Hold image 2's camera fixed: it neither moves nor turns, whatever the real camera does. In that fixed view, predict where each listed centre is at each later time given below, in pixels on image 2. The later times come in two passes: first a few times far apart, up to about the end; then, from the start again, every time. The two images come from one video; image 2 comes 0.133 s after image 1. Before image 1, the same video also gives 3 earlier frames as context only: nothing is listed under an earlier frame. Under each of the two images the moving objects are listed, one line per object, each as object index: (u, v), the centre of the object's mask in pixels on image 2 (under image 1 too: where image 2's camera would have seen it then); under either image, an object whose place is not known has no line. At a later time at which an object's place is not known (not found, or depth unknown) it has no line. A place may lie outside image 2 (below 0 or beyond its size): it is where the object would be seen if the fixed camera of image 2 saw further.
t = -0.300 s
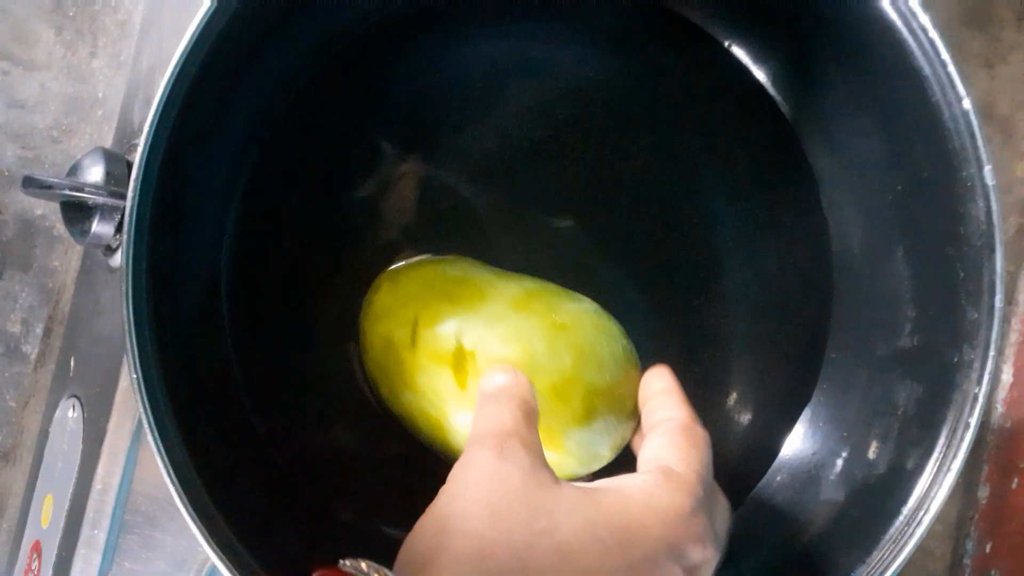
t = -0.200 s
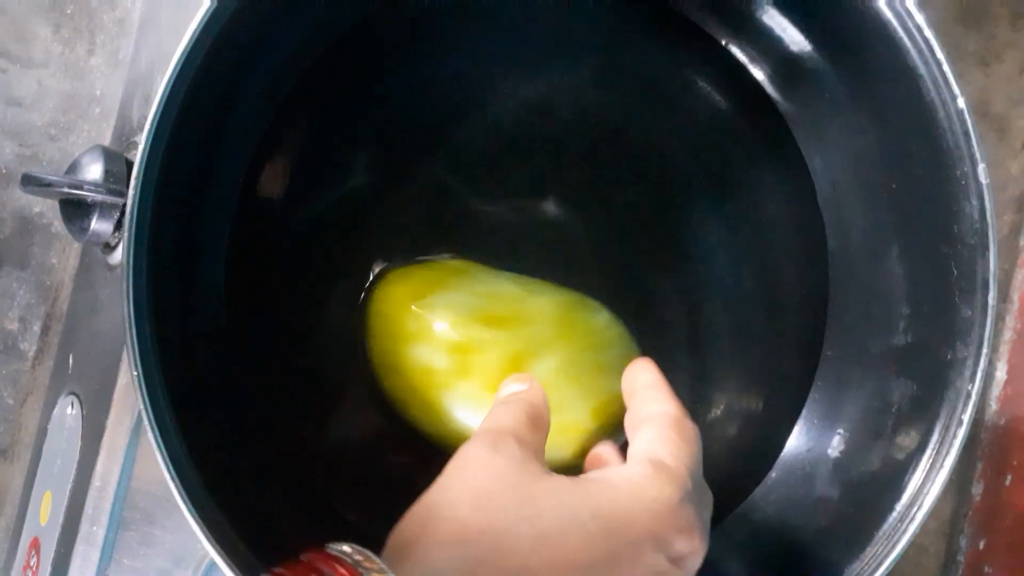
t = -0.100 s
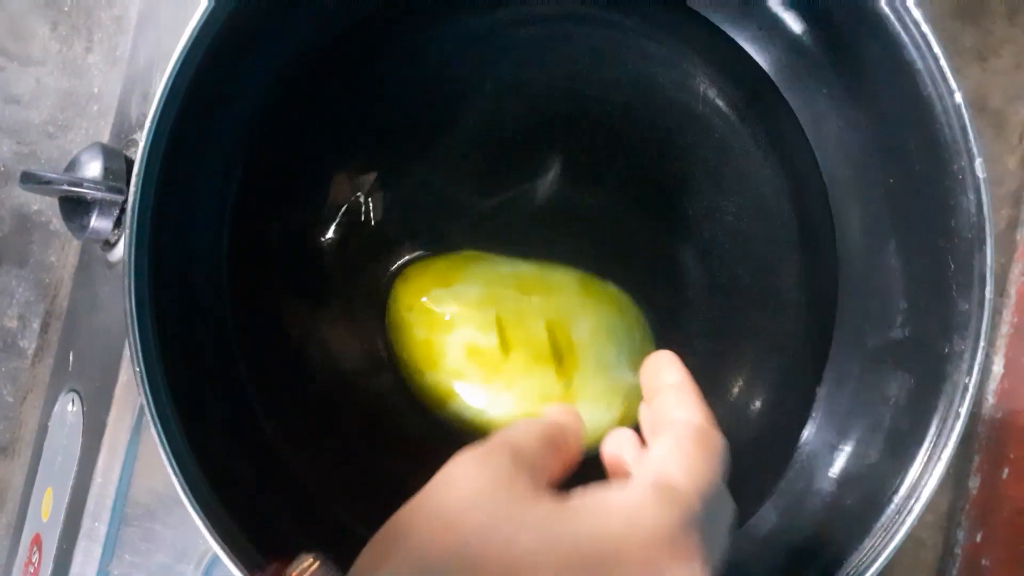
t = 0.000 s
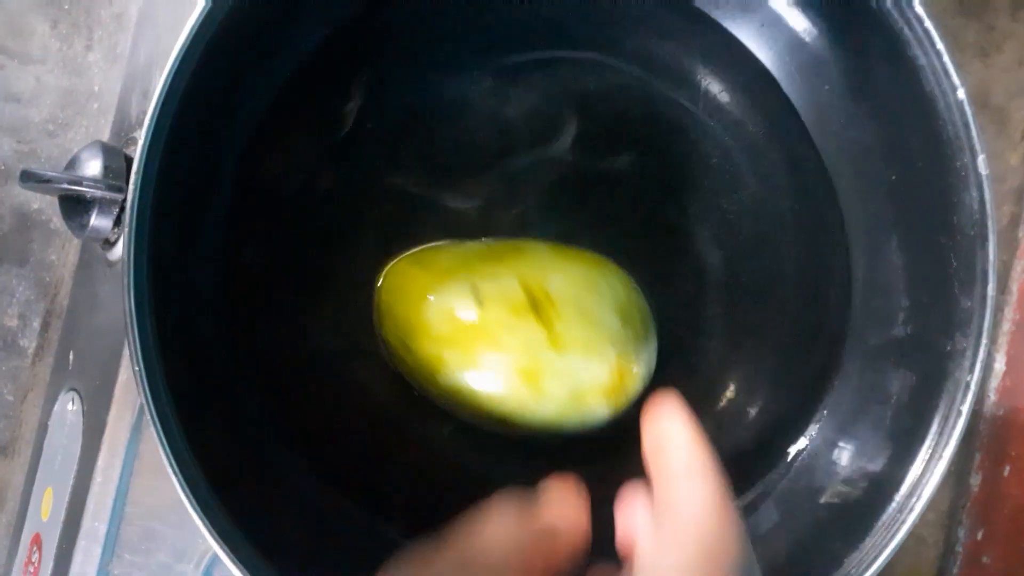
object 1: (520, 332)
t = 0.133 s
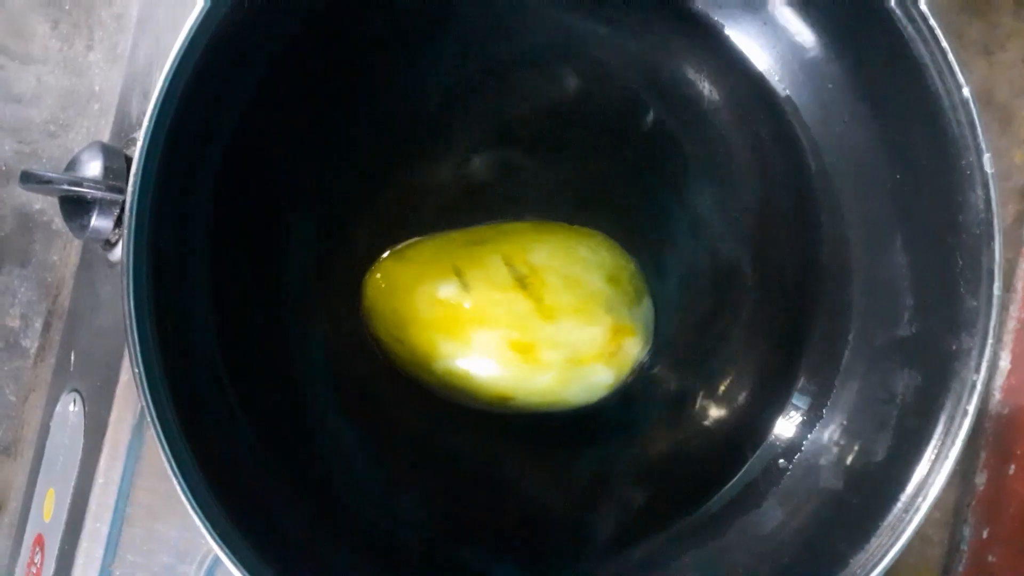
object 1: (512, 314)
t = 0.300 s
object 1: (519, 325)
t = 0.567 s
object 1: (517, 334)
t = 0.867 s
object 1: (513, 323)
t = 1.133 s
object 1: (516, 338)
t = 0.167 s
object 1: (515, 314)
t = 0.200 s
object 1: (517, 316)
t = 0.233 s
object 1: (517, 319)
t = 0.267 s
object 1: (518, 323)
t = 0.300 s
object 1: (519, 325)
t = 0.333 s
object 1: (519, 327)
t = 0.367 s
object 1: (516, 331)
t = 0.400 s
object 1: (514, 334)
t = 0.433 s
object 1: (514, 337)
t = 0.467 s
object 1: (514, 338)
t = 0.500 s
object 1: (515, 338)
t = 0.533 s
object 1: (516, 336)
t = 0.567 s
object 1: (517, 334)
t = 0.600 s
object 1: (517, 331)
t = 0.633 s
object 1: (516, 329)
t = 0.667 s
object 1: (514, 328)
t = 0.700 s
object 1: (513, 327)
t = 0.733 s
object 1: (512, 326)
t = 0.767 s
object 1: (513, 325)
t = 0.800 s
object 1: (514, 324)
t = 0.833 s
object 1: (514, 322)
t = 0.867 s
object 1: (513, 323)
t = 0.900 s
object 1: (513, 323)
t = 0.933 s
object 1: (513, 325)
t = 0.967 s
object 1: (514, 326)
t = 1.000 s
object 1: (515, 328)
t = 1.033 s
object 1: (515, 330)
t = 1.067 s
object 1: (515, 333)
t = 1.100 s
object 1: (516, 336)
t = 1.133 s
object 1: (516, 338)
